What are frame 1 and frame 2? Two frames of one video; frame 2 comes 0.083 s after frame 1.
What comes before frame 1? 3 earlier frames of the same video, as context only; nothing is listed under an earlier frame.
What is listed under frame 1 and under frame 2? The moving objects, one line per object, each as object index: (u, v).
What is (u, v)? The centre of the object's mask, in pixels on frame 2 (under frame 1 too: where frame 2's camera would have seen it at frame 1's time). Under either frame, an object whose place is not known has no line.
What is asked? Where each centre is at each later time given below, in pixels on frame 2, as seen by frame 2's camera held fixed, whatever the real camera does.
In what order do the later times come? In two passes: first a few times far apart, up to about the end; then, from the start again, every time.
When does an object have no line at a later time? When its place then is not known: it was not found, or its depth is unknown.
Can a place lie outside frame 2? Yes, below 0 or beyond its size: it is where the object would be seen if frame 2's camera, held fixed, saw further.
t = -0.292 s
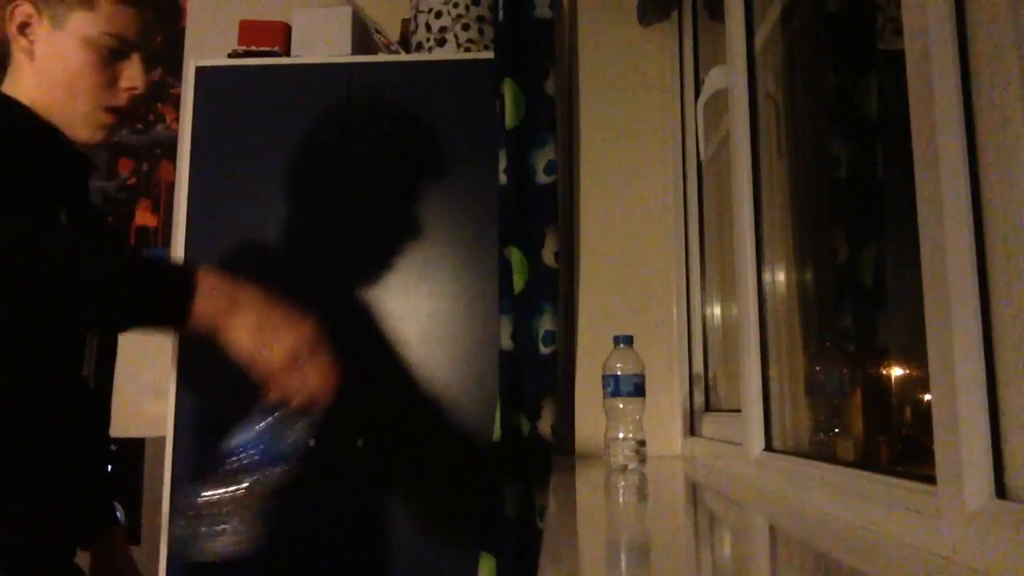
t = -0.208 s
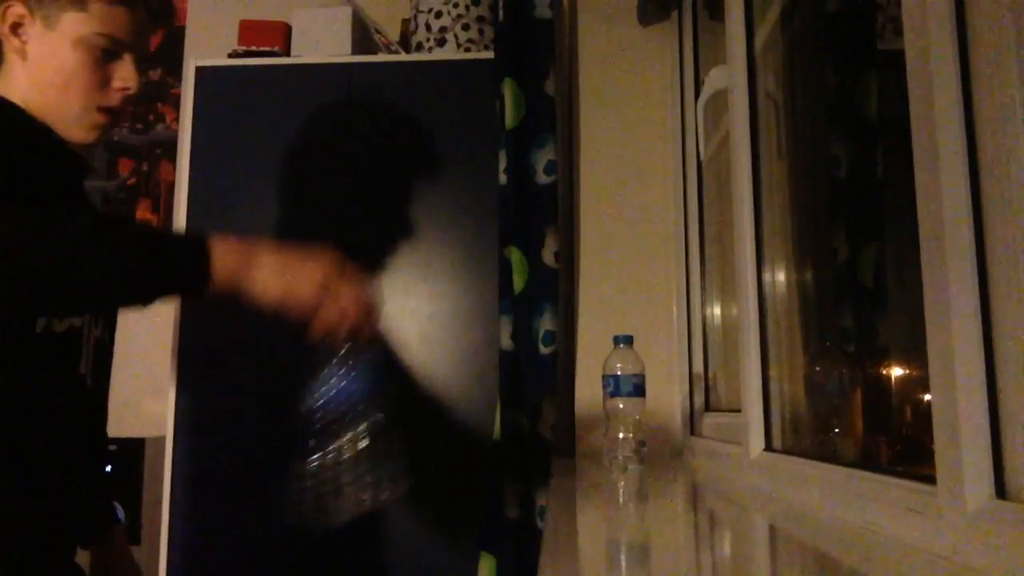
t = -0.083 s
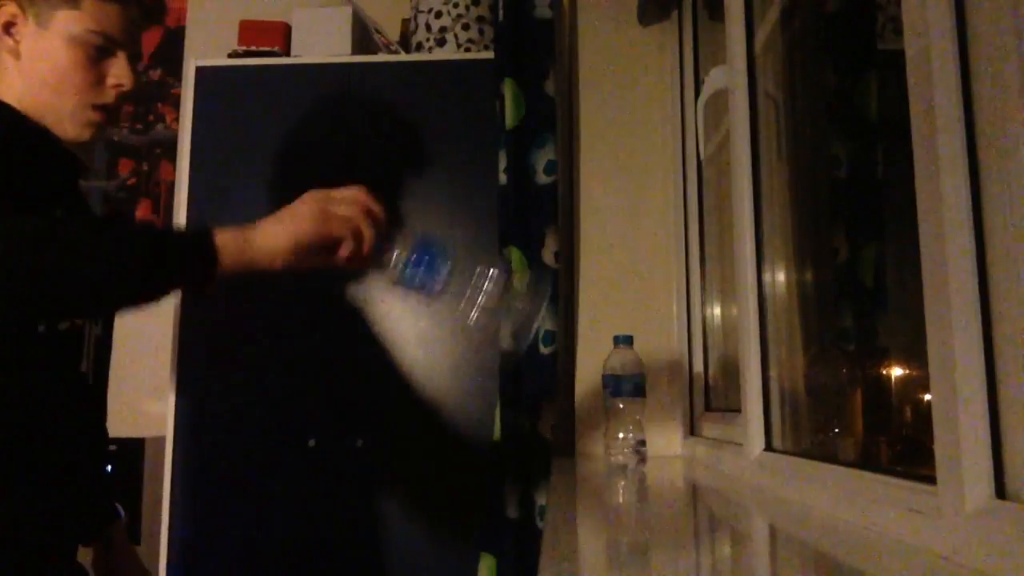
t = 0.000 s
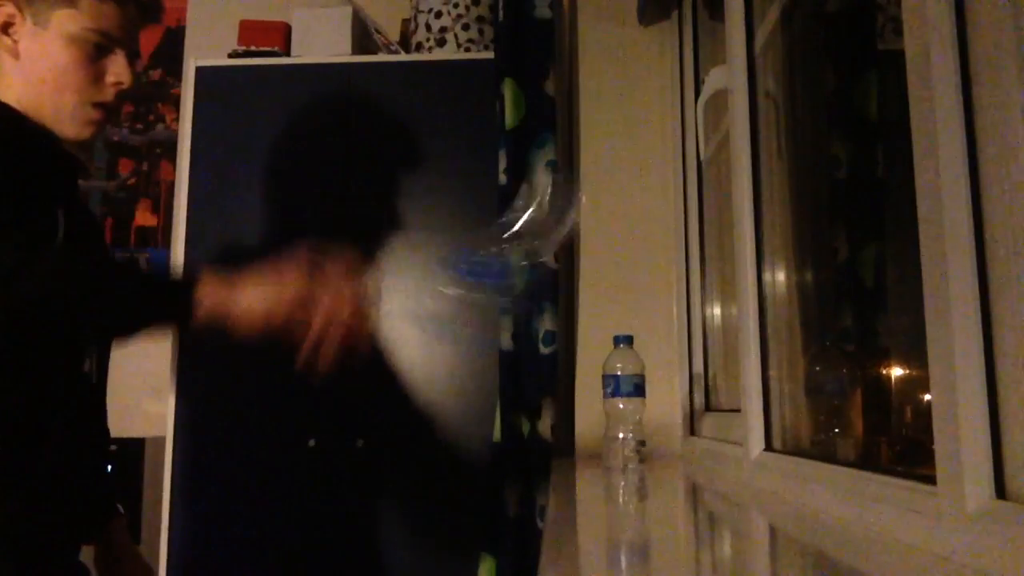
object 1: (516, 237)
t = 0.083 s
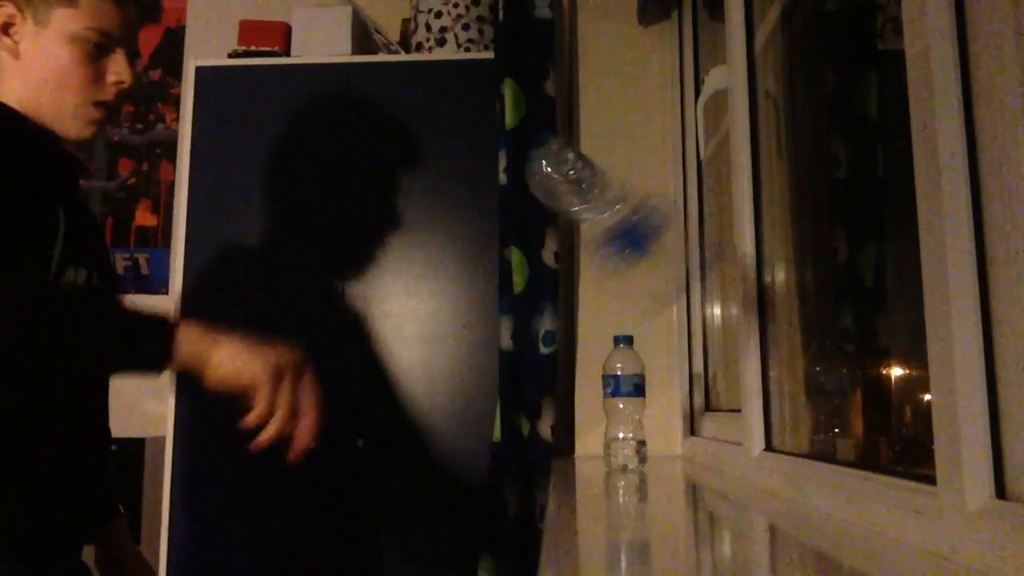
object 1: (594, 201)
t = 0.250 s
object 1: (664, 289)
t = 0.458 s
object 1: (737, 403)
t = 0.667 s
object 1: (770, 406)
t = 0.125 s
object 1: (617, 196)
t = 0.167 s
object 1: (647, 202)
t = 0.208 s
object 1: (658, 234)
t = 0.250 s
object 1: (664, 289)
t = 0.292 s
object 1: (675, 380)
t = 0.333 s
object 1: (699, 402)
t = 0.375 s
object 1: (716, 404)
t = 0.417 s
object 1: (728, 403)
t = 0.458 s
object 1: (737, 403)
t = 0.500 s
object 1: (747, 404)
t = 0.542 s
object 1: (758, 405)
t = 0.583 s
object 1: (767, 407)
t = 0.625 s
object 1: (769, 407)
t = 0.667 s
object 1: (770, 406)
